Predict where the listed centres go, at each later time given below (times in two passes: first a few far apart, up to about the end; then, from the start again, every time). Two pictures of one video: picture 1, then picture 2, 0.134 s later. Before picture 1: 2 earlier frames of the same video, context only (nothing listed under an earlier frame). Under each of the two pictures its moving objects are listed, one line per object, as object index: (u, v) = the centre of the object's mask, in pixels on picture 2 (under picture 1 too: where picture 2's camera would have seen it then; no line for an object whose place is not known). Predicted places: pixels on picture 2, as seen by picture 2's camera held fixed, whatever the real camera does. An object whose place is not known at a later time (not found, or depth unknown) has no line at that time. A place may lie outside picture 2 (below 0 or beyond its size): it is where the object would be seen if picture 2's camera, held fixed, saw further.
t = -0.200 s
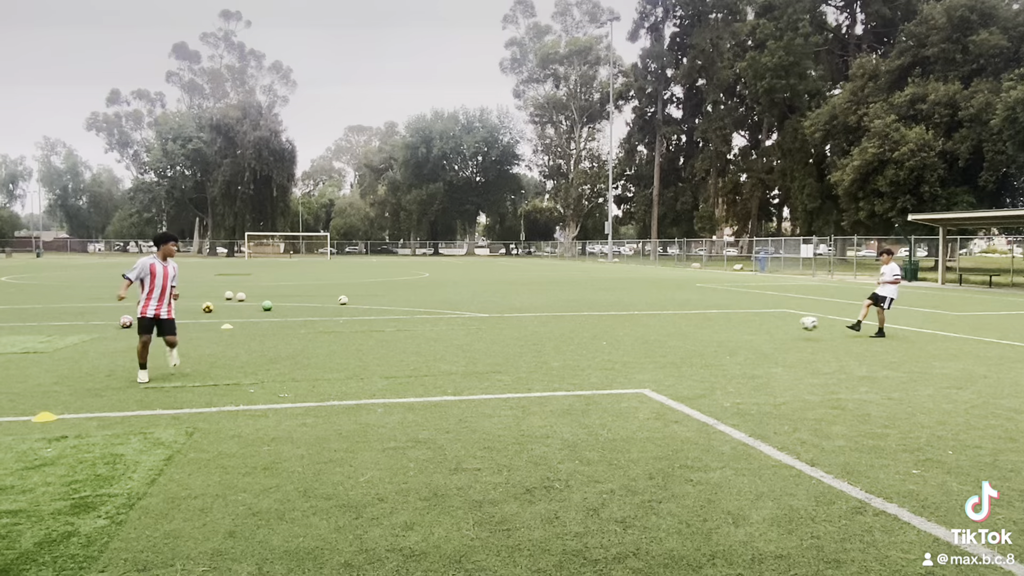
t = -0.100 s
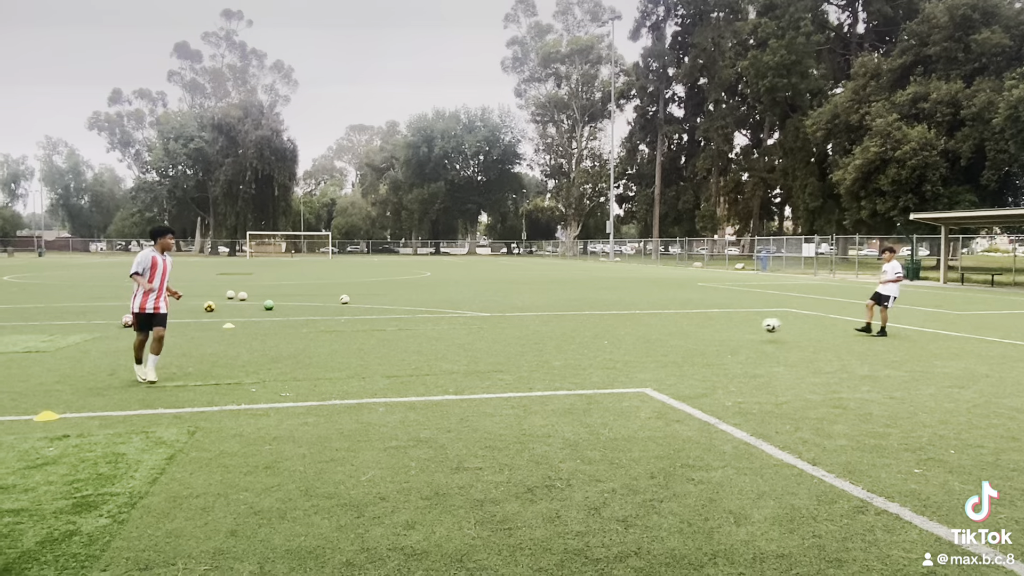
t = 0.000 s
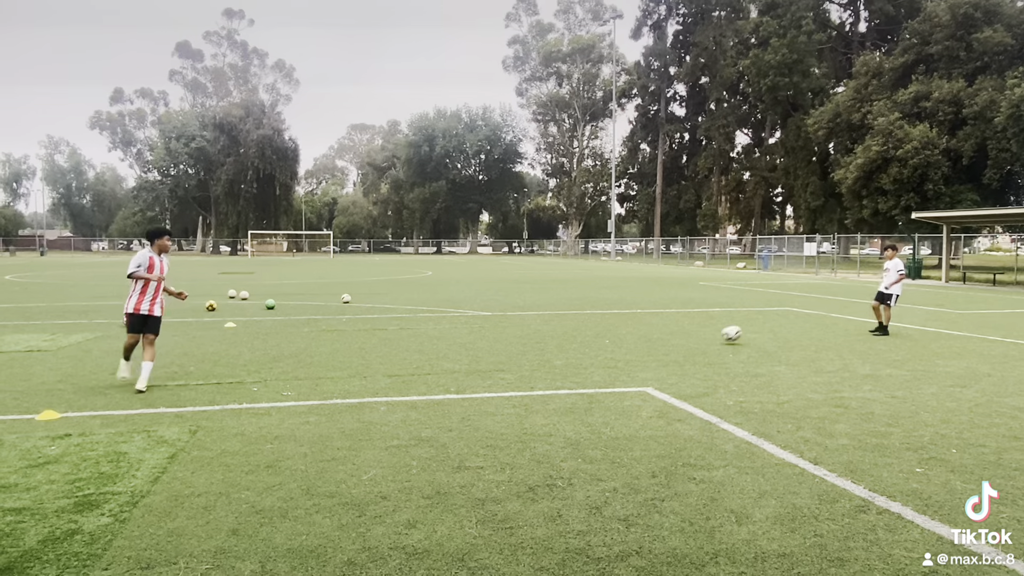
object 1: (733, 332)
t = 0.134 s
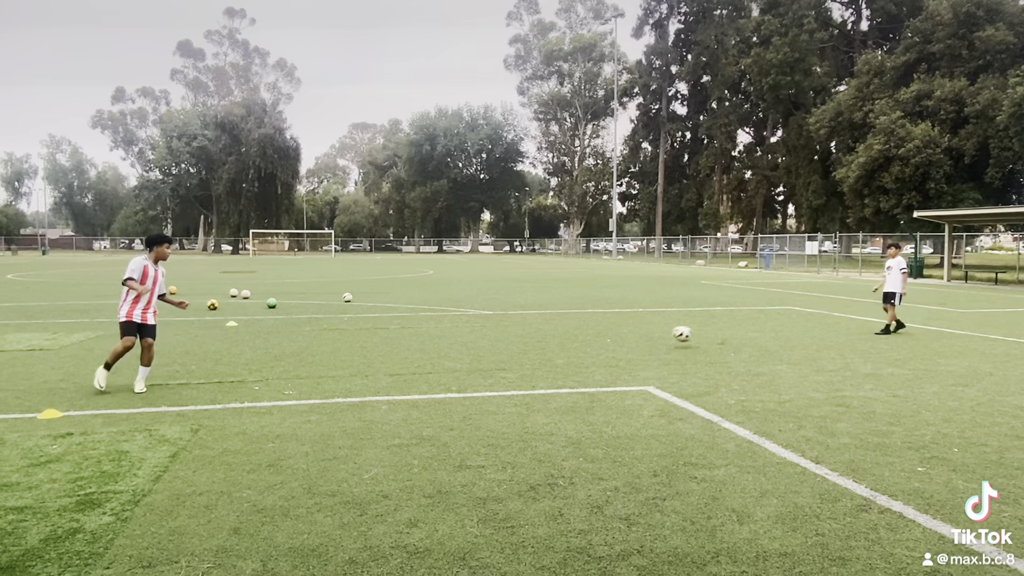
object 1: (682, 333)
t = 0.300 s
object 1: (617, 345)
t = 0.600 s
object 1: (516, 352)
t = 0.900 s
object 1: (420, 365)
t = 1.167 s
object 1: (326, 374)
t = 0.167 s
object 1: (670, 334)
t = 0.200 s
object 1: (657, 335)
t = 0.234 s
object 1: (644, 338)
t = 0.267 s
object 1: (631, 342)
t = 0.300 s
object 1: (617, 345)
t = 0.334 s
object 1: (606, 344)
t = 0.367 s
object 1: (595, 343)
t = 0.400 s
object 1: (583, 344)
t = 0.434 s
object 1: (571, 346)
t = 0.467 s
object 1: (559, 348)
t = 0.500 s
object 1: (548, 351)
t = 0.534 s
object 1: (538, 352)
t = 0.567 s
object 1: (527, 351)
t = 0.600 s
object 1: (516, 352)
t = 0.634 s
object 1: (505, 354)
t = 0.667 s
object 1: (495, 356)
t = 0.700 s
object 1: (484, 357)
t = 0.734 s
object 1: (474, 356)
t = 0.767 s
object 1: (464, 357)
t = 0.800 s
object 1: (453, 359)
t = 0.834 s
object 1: (442, 362)
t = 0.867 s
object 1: (431, 364)
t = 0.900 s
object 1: (420, 365)
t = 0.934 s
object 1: (409, 365)
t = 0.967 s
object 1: (397, 367)
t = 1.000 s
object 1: (386, 368)
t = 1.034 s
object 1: (374, 369)
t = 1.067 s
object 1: (362, 370)
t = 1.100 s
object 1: (351, 372)
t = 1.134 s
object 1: (338, 373)
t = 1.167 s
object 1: (326, 374)
